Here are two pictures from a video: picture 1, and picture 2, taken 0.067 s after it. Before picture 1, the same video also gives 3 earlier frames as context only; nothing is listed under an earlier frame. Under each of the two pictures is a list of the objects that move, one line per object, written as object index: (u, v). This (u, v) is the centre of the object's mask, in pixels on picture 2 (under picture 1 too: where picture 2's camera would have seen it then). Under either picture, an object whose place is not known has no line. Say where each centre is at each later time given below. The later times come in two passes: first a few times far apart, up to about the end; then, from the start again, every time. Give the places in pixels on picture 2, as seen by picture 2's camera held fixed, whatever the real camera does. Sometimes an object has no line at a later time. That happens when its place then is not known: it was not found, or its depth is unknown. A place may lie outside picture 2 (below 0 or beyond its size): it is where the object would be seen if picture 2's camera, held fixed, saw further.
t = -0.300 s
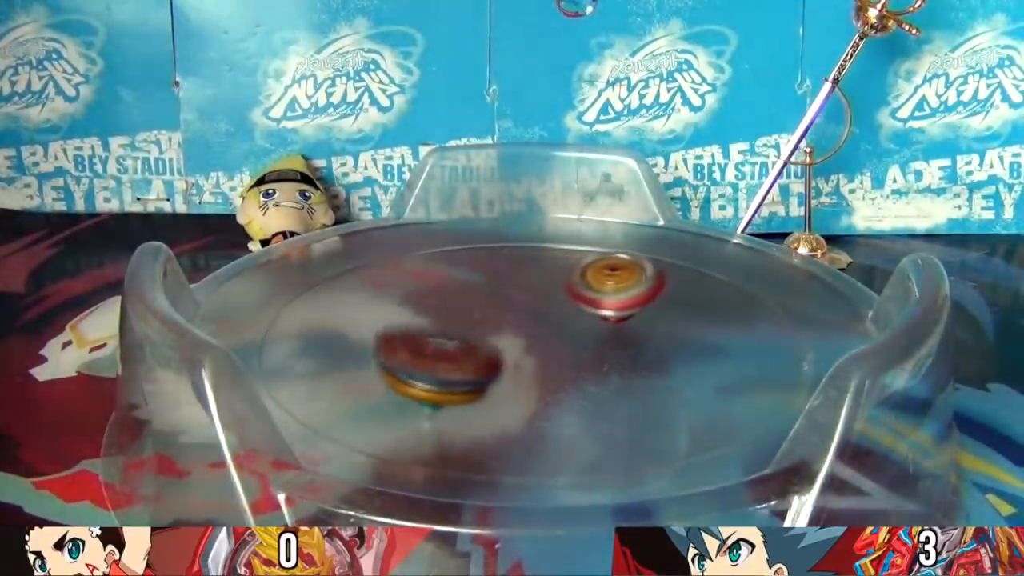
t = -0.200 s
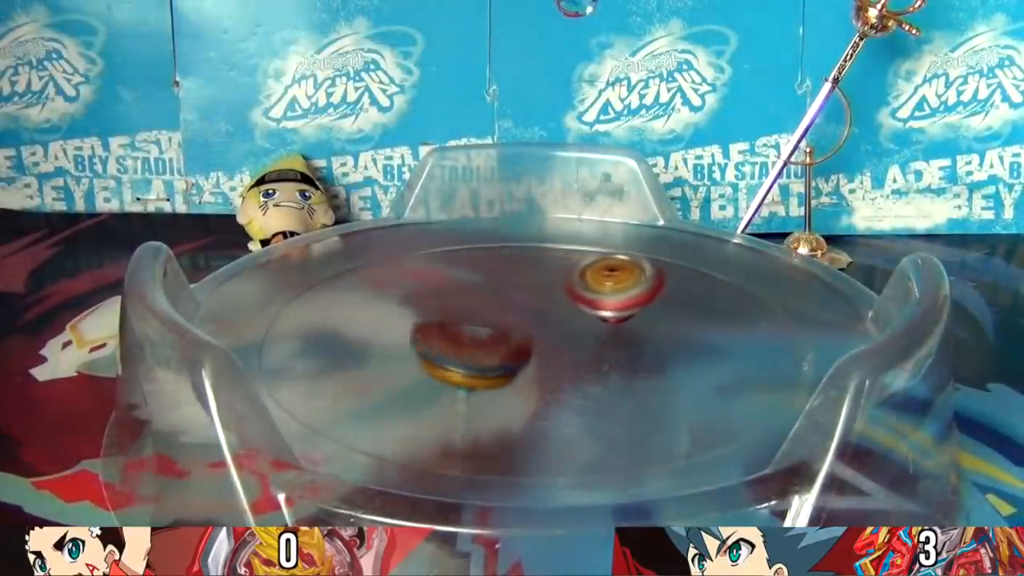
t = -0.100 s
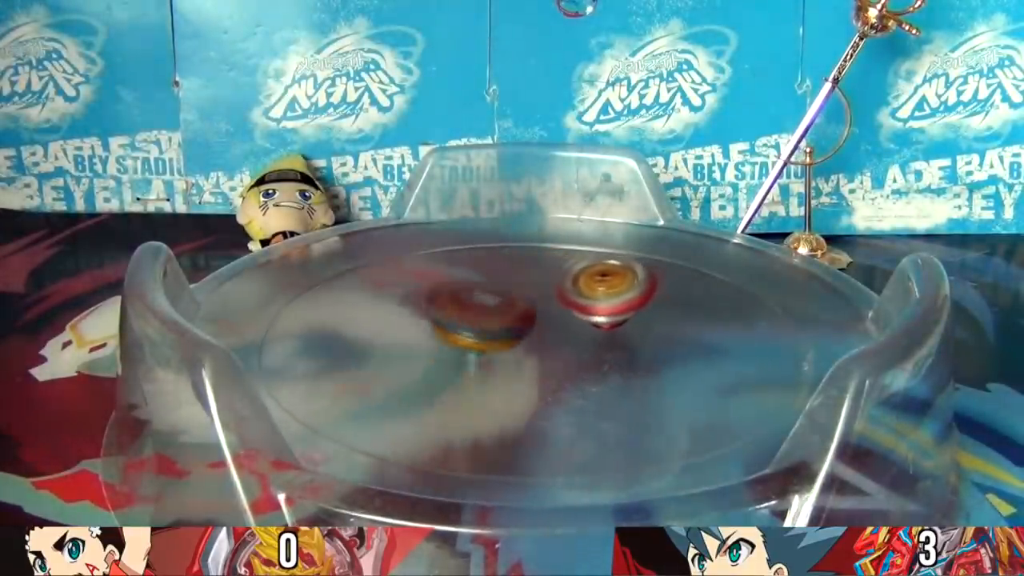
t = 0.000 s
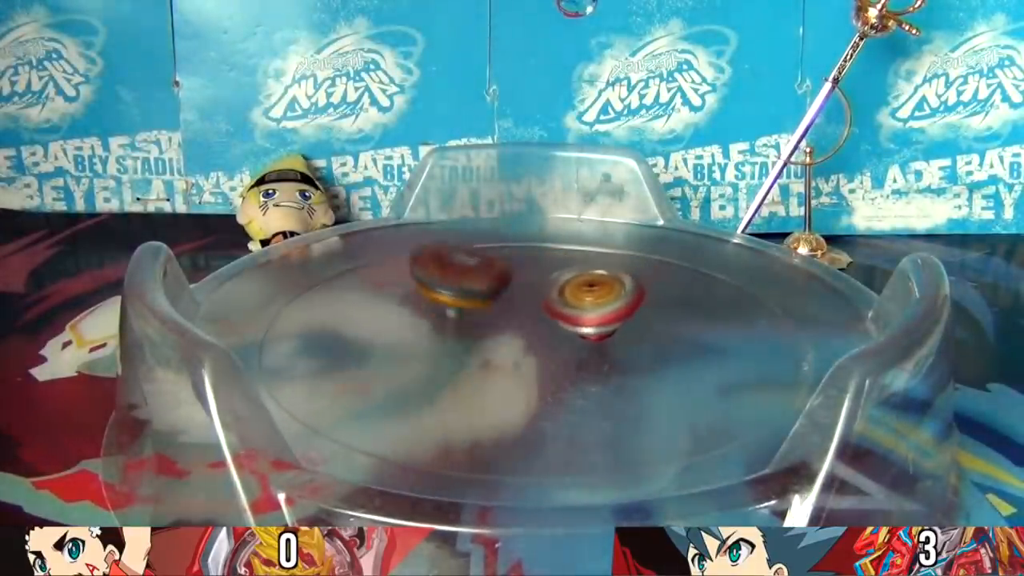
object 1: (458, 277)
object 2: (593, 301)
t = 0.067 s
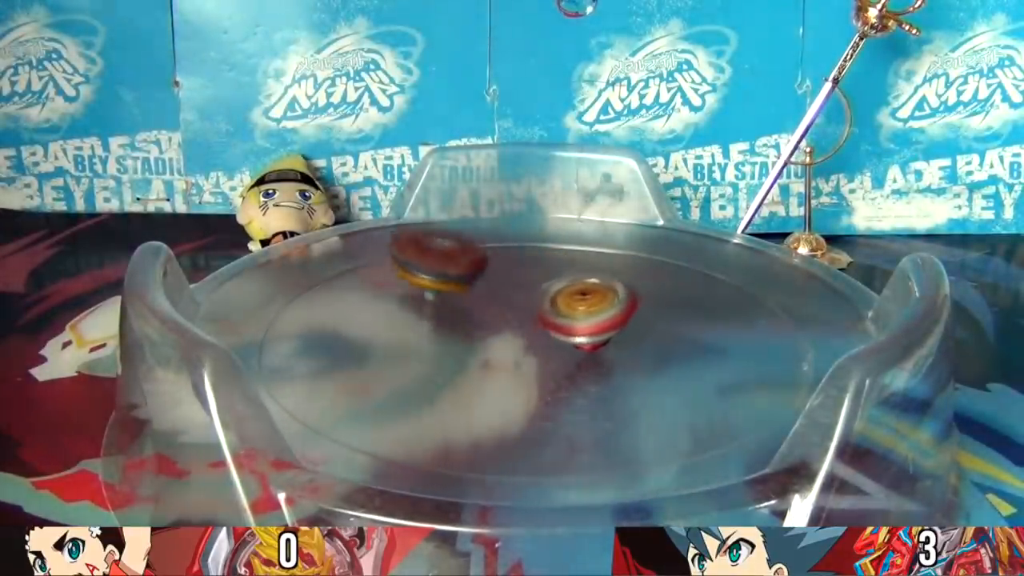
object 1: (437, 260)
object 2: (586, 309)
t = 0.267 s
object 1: (359, 249)
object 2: (589, 331)
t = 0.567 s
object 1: (429, 316)
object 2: (645, 348)
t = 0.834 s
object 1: (606, 255)
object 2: (720, 339)
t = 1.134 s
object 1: (469, 221)
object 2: (632, 334)
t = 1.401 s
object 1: (452, 304)
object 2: (591, 386)
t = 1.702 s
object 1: (574, 289)
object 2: (684, 374)
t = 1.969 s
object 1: (525, 265)
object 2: (522, 343)
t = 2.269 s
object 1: (548, 328)
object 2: (353, 361)
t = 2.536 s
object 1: (661, 309)
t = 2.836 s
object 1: (616, 283)
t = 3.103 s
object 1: (695, 240)
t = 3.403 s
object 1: (557, 308)
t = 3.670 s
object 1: (555, 383)
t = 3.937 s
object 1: (657, 368)
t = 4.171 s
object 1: (515, 318)
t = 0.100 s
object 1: (426, 253)
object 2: (583, 314)
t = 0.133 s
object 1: (413, 250)
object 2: (581, 317)
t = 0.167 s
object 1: (400, 248)
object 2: (582, 320)
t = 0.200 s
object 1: (386, 247)
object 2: (584, 324)
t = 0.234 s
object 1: (371, 247)
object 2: (586, 327)
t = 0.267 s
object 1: (359, 249)
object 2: (589, 331)
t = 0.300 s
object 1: (348, 251)
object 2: (594, 334)
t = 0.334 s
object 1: (342, 255)
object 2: (598, 338)
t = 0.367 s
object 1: (341, 261)
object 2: (604, 341)
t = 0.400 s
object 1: (343, 267)
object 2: (610, 344)
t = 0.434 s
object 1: (349, 276)
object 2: (617, 346)
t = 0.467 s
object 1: (360, 287)
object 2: (624, 348)
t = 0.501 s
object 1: (376, 299)
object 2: (631, 348)
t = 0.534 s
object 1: (398, 309)
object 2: (639, 348)
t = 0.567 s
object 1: (429, 316)
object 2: (645, 348)
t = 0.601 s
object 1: (461, 326)
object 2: (650, 346)
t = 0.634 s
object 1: (504, 332)
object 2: (653, 345)
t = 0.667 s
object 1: (545, 330)
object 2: (656, 343)
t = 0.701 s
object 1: (562, 316)
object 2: (681, 345)
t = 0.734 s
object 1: (580, 304)
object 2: (699, 345)
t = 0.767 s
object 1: (594, 288)
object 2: (711, 344)
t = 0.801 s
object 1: (603, 272)
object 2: (718, 341)
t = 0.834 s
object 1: (606, 255)
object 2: (720, 339)
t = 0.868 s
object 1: (604, 240)
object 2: (718, 337)
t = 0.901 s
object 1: (598, 225)
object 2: (715, 335)
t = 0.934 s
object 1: (587, 212)
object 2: (707, 334)
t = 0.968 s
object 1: (568, 210)
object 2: (697, 333)
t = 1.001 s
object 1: (548, 208)
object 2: (685, 332)
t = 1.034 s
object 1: (528, 208)
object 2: (673, 331)
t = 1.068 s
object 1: (509, 208)
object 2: (659, 332)
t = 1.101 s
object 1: (490, 212)
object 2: (646, 332)
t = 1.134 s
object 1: (469, 221)
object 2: (632, 334)
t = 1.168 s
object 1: (456, 230)
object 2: (616, 337)
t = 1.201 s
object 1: (447, 242)
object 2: (600, 339)
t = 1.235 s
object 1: (439, 257)
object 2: (584, 343)
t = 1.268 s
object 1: (437, 275)
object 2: (568, 345)
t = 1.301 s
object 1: (443, 292)
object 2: (554, 348)
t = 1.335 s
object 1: (454, 308)
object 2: (543, 353)
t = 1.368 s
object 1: (451, 307)
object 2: (568, 373)
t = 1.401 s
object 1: (452, 304)
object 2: (591, 386)
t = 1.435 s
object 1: (458, 305)
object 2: (615, 394)
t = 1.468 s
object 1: (469, 306)
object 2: (638, 399)
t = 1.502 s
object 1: (487, 307)
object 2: (661, 402)
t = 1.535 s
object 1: (505, 307)
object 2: (679, 401)
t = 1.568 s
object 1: (523, 306)
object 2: (688, 395)
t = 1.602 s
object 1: (542, 304)
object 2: (691, 392)
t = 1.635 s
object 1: (554, 301)
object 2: (692, 386)
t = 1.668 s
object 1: (566, 293)
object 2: (690, 380)
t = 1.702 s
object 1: (574, 289)
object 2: (684, 374)
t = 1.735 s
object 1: (578, 283)
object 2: (675, 369)
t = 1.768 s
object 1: (578, 276)
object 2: (662, 364)
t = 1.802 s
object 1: (575, 270)
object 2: (643, 360)
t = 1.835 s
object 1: (569, 265)
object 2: (621, 356)
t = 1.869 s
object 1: (560, 263)
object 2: (597, 352)
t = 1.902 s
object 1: (550, 261)
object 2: (572, 349)
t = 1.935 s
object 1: (538, 262)
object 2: (547, 346)
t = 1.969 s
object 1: (525, 265)
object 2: (522, 343)
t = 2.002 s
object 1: (513, 271)
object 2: (499, 340)
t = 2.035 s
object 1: (504, 276)
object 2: (478, 337)
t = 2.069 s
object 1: (501, 283)
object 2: (451, 341)
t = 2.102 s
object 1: (501, 293)
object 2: (421, 345)
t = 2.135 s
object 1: (505, 302)
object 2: (395, 346)
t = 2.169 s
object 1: (513, 310)
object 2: (377, 349)
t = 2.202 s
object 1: (524, 318)
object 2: (363, 353)
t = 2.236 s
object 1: (535, 324)
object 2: (355, 357)
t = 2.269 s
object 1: (548, 328)
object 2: (353, 361)
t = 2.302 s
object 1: (567, 332)
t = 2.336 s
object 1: (586, 334)
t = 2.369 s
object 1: (607, 334)
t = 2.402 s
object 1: (626, 331)
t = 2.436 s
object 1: (642, 326)
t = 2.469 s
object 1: (651, 321)
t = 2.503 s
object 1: (658, 315)
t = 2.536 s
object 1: (661, 309)
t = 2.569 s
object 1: (660, 303)
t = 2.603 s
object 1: (654, 297)
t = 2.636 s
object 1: (646, 293)
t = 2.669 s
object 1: (631, 289)
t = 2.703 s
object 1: (611, 287)
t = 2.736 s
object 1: (590, 288)
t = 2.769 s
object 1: (570, 293)
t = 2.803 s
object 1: (583, 290)
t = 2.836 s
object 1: (616, 283)
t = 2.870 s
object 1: (646, 276)
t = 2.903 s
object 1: (664, 271)
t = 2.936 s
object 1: (680, 263)
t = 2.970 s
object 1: (689, 258)
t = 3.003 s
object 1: (696, 252)
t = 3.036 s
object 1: (699, 247)
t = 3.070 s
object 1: (699, 242)
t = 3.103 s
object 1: (695, 240)
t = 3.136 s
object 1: (689, 240)
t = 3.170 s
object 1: (682, 241)
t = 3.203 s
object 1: (667, 245)
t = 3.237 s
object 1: (651, 250)
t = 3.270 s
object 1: (633, 259)
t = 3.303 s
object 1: (611, 270)
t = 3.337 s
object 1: (591, 283)
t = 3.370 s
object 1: (571, 296)
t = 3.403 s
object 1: (557, 308)
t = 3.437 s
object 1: (540, 321)
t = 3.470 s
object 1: (531, 330)
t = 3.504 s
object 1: (524, 341)
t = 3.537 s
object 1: (524, 350)
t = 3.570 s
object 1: (529, 365)
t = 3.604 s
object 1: (535, 373)
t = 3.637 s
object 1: (544, 377)
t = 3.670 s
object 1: (555, 383)
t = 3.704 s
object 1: (567, 387)
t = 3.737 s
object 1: (580, 390)
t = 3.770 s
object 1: (595, 391)
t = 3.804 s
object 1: (612, 390)
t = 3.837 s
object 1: (630, 387)
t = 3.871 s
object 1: (647, 383)
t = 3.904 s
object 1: (656, 376)
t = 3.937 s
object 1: (657, 368)
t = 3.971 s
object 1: (649, 360)
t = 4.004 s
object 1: (633, 353)
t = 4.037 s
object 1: (613, 344)
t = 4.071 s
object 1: (590, 339)
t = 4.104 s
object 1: (564, 331)
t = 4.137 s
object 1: (542, 324)
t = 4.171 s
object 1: (515, 318)
